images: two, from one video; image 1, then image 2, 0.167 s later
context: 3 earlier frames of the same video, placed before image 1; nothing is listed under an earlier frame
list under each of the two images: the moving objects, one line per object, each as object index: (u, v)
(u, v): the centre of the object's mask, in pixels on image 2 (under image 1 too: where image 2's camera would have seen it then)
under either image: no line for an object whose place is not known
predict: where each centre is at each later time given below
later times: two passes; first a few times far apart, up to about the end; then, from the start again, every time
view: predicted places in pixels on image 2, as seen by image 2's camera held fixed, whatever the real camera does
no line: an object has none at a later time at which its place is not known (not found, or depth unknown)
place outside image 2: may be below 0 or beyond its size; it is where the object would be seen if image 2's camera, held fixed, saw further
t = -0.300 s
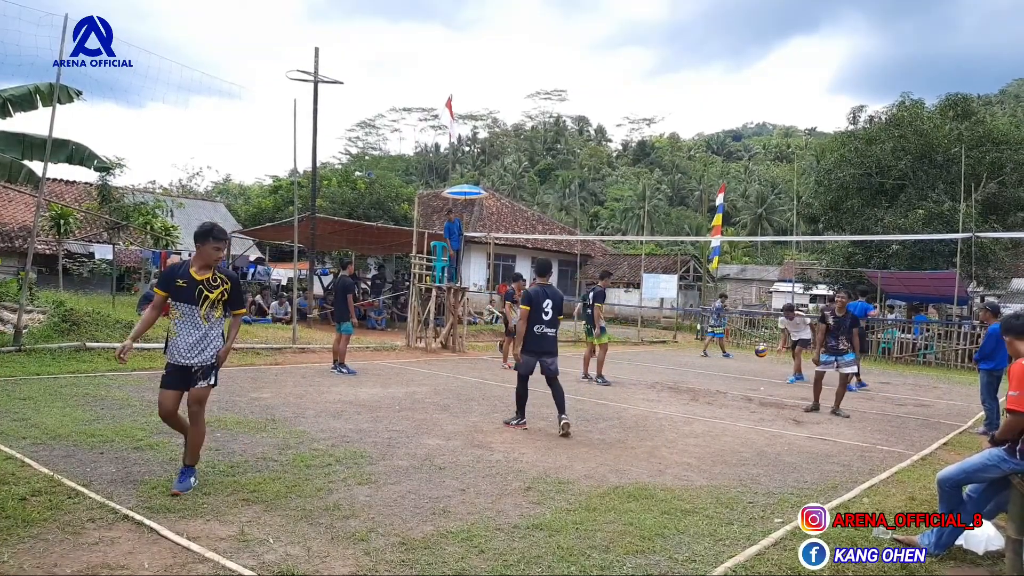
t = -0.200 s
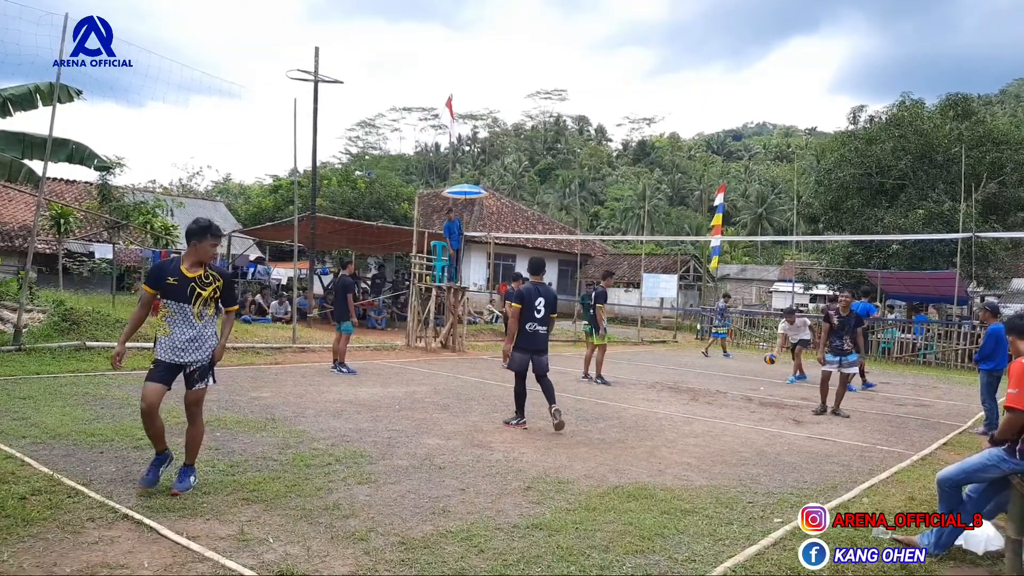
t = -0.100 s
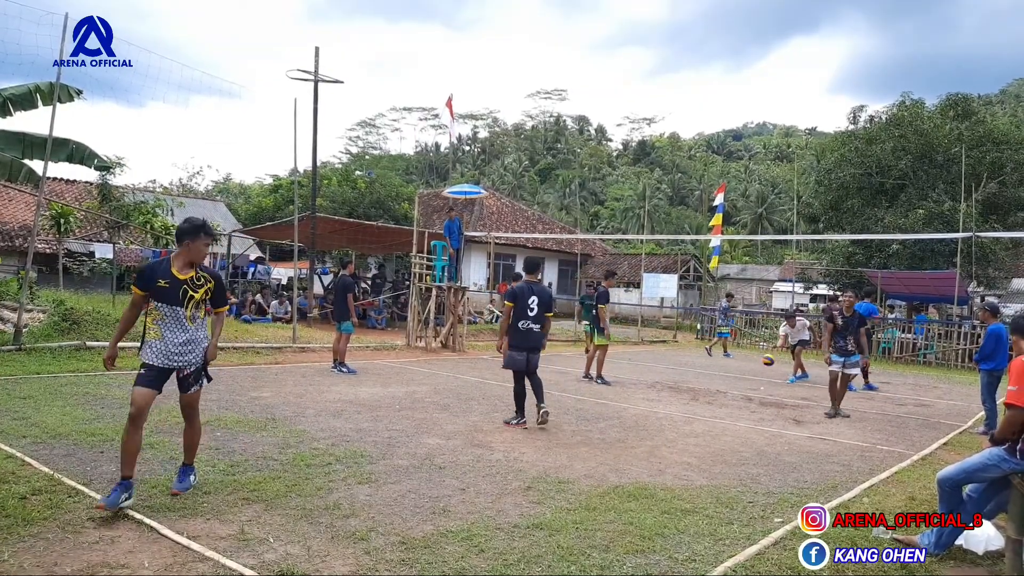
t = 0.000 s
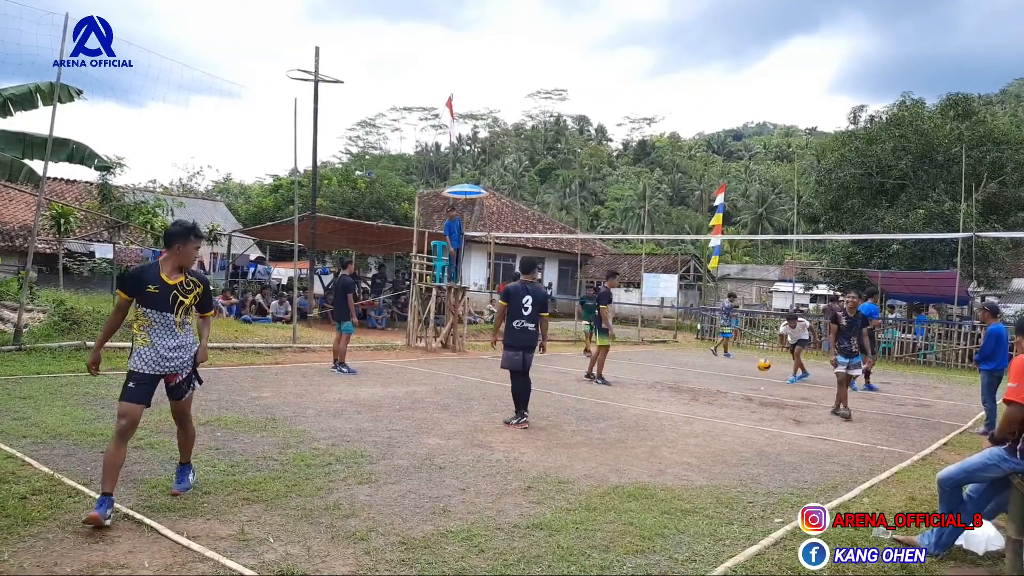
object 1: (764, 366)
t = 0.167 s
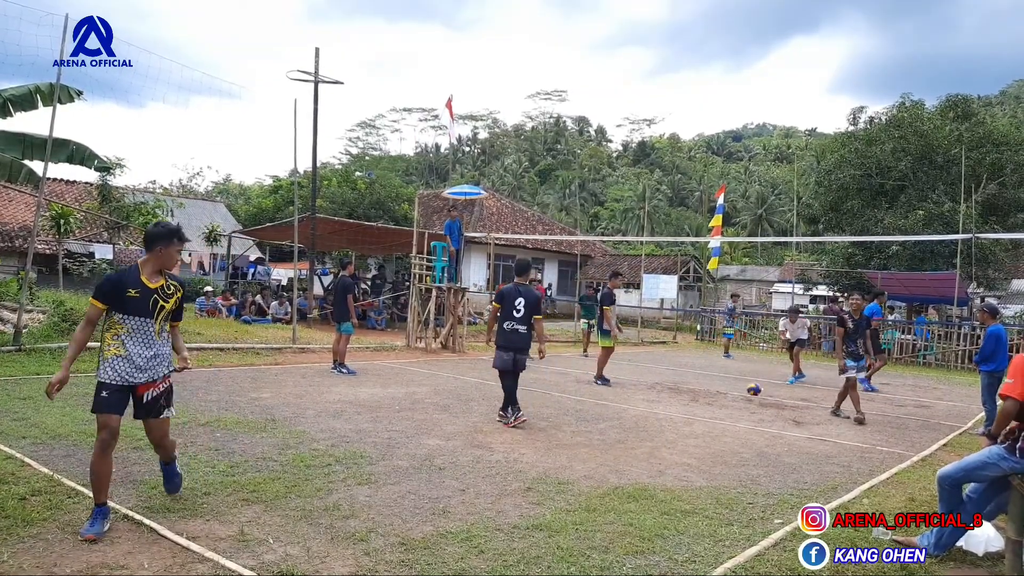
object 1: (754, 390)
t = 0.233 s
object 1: (752, 381)
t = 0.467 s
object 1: (743, 366)
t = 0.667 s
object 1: (734, 383)
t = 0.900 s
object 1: (721, 389)
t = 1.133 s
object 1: (708, 391)
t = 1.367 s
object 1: (690, 416)
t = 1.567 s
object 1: (672, 410)
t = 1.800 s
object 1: (646, 446)
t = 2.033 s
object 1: (615, 440)
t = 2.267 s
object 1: (572, 470)
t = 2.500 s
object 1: (515, 503)
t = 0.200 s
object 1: (753, 386)
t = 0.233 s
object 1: (752, 381)
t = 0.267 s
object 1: (751, 377)
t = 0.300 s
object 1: (750, 374)
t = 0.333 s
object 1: (749, 370)
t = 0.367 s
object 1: (747, 368)
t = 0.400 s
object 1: (746, 366)
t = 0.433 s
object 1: (745, 365)
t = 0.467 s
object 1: (743, 366)
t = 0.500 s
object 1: (742, 366)
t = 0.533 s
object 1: (741, 369)
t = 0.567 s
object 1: (739, 370)
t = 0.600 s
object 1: (737, 374)
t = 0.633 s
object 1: (735, 378)
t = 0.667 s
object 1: (734, 383)
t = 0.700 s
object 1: (732, 389)
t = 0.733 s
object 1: (730, 397)
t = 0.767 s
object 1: (728, 405)
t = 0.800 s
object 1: (726, 401)
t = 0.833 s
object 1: (725, 396)
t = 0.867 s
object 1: (723, 392)
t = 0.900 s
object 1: (721, 389)
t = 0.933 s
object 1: (719, 386)
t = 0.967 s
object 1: (718, 385)
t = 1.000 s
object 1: (717, 384)
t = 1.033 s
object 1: (714, 384)
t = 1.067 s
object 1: (712, 386)
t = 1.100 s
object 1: (710, 389)
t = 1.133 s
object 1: (708, 391)
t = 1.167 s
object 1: (706, 395)
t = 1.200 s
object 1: (703, 401)
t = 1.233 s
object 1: (700, 408)
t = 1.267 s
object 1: (698, 416)
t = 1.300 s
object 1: (695, 425)
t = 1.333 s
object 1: (692, 421)
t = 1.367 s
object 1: (690, 416)
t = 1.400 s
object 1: (687, 413)
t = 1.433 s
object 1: (685, 411)
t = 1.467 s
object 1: (682, 409)
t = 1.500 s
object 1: (679, 408)
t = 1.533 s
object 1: (676, 408)
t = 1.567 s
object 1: (672, 410)
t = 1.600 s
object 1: (669, 413)
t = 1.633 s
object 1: (666, 418)
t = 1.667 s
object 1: (661, 423)
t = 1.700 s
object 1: (658, 431)
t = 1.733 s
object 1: (654, 439)
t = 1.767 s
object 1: (649, 449)
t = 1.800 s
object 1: (646, 446)
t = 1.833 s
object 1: (642, 441)
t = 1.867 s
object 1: (638, 437)
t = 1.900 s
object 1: (633, 435)
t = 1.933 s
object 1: (630, 434)
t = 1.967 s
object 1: (624, 435)
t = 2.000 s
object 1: (620, 437)
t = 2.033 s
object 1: (615, 440)
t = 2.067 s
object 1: (609, 445)
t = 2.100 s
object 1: (603, 452)
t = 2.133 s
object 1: (598, 461)
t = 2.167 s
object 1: (591, 471)
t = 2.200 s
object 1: (585, 478)
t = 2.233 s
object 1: (579, 474)
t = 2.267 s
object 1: (572, 470)
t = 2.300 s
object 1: (565, 470)
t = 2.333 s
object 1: (558, 470)
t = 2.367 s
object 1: (550, 472)
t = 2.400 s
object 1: (542, 478)
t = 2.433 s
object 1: (534, 484)
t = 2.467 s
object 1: (524, 492)
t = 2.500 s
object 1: (515, 503)
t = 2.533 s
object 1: (505, 516)
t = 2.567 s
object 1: (494, 514)
